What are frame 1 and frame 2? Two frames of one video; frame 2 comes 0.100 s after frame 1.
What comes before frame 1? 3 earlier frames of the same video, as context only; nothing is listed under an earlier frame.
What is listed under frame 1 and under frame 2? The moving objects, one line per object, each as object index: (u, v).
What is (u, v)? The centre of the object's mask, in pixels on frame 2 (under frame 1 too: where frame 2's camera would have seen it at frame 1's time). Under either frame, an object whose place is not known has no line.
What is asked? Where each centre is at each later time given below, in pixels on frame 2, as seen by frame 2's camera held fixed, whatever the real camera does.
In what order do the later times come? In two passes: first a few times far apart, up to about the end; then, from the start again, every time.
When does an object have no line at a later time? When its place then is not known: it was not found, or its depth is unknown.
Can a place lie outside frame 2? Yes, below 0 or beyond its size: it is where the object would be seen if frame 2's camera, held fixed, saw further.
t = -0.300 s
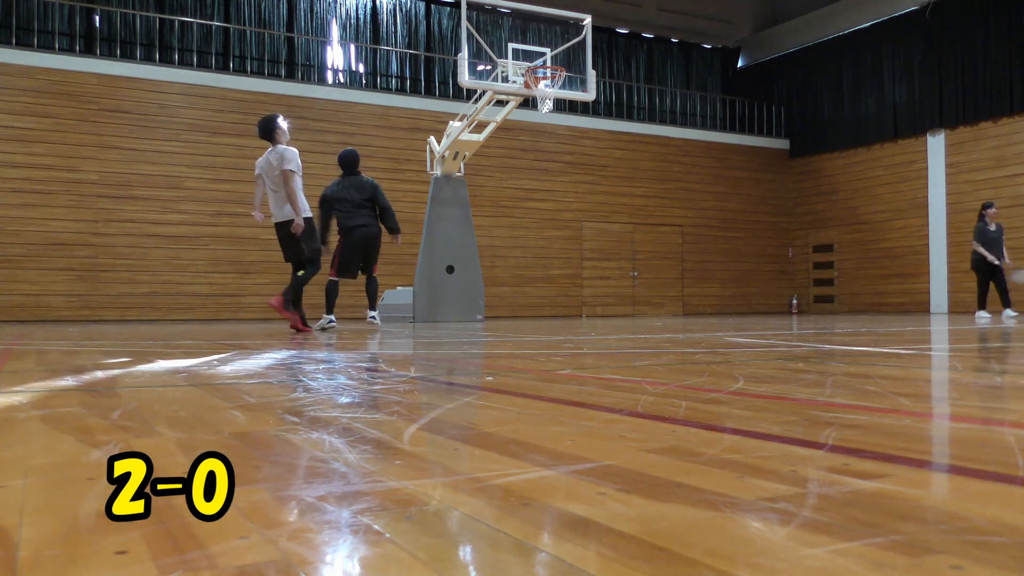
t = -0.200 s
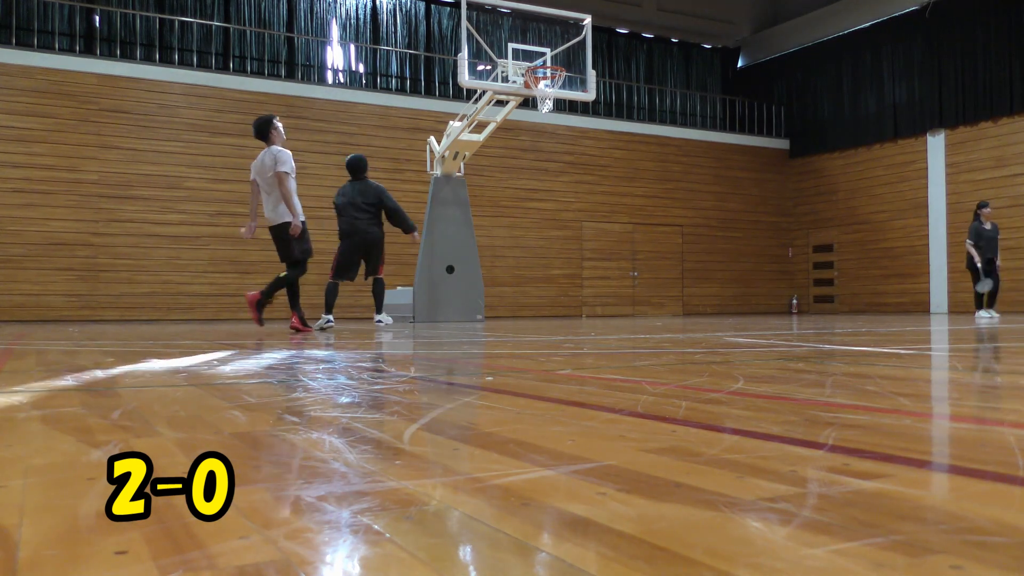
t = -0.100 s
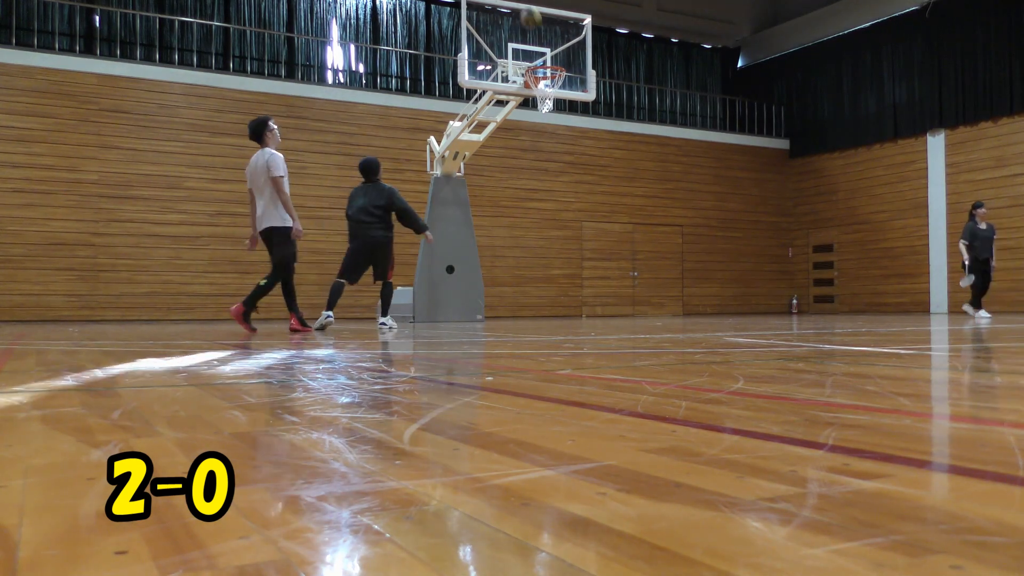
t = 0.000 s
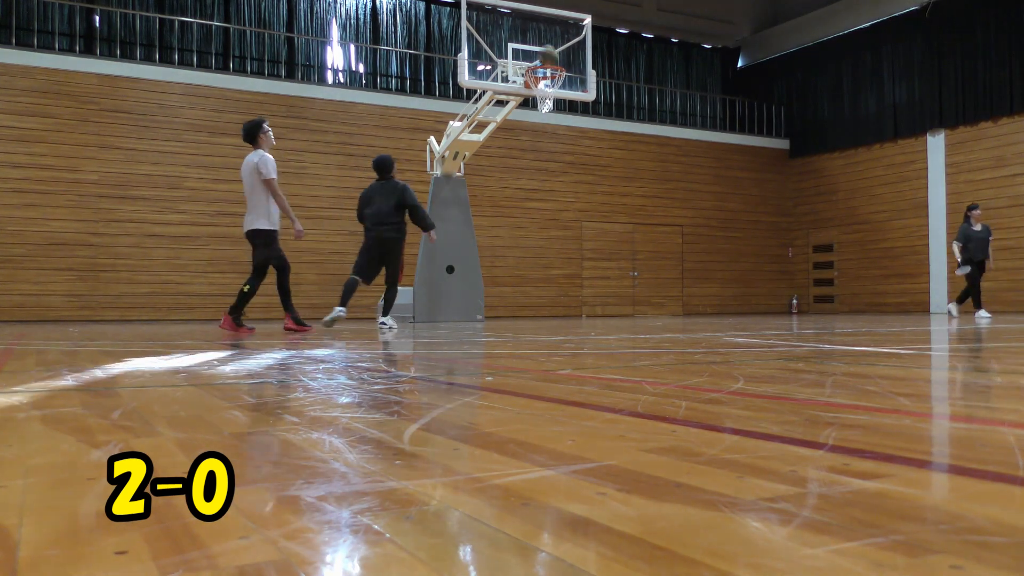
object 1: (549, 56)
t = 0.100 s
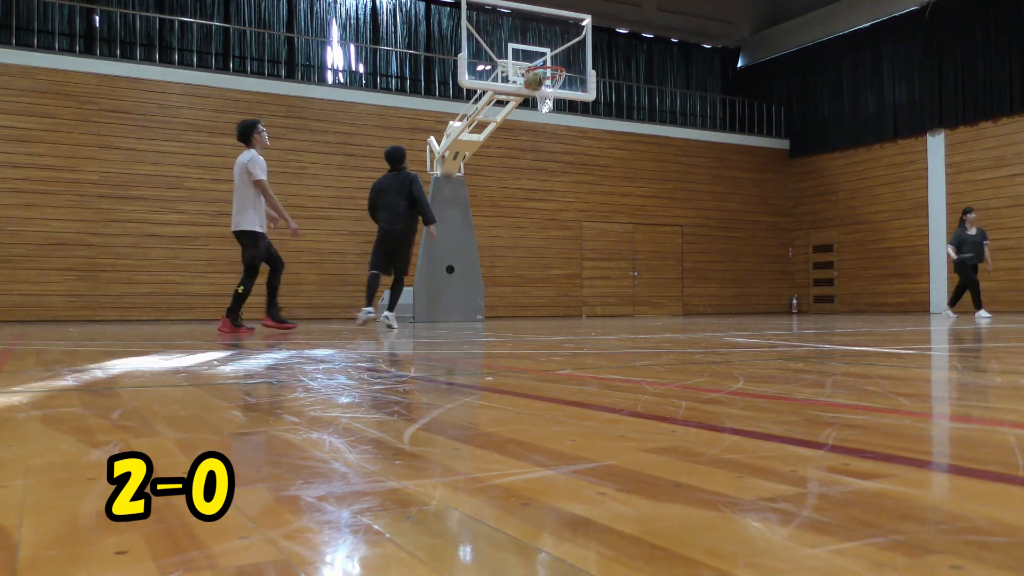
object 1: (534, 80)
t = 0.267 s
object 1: (538, 92)
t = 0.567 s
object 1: (556, 150)
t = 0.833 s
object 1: (572, 267)
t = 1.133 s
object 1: (590, 220)
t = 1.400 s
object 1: (606, 160)
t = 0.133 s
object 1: (532, 81)
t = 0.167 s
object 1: (533, 84)
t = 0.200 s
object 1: (534, 85)
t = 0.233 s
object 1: (536, 86)
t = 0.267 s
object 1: (538, 92)
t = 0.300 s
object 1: (540, 94)
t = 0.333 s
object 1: (543, 98)
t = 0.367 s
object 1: (546, 101)
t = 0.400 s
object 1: (546, 106)
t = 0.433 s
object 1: (548, 113)
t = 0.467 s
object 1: (550, 122)
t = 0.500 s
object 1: (551, 130)
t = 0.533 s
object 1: (553, 138)
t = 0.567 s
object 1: (556, 150)
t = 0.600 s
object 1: (558, 162)
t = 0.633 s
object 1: (560, 174)
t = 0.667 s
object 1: (563, 188)
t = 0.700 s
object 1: (564, 202)
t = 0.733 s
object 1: (566, 216)
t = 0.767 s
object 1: (568, 231)
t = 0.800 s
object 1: (571, 249)
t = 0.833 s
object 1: (572, 267)
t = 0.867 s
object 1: (574, 285)
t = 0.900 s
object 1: (576, 304)
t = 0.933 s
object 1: (579, 305)
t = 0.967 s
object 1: (580, 289)
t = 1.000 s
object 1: (582, 273)
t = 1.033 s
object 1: (584, 259)
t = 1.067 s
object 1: (587, 245)
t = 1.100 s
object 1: (588, 231)
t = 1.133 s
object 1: (590, 220)
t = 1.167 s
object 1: (592, 210)
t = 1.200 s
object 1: (595, 200)
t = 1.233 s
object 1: (596, 190)
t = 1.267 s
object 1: (598, 183)
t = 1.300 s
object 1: (601, 175)
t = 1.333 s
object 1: (603, 169)
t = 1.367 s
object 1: (605, 164)
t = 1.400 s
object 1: (606, 160)
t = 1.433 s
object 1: (608, 156)
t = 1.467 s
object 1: (610, 154)
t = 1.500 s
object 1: (612, 153)
